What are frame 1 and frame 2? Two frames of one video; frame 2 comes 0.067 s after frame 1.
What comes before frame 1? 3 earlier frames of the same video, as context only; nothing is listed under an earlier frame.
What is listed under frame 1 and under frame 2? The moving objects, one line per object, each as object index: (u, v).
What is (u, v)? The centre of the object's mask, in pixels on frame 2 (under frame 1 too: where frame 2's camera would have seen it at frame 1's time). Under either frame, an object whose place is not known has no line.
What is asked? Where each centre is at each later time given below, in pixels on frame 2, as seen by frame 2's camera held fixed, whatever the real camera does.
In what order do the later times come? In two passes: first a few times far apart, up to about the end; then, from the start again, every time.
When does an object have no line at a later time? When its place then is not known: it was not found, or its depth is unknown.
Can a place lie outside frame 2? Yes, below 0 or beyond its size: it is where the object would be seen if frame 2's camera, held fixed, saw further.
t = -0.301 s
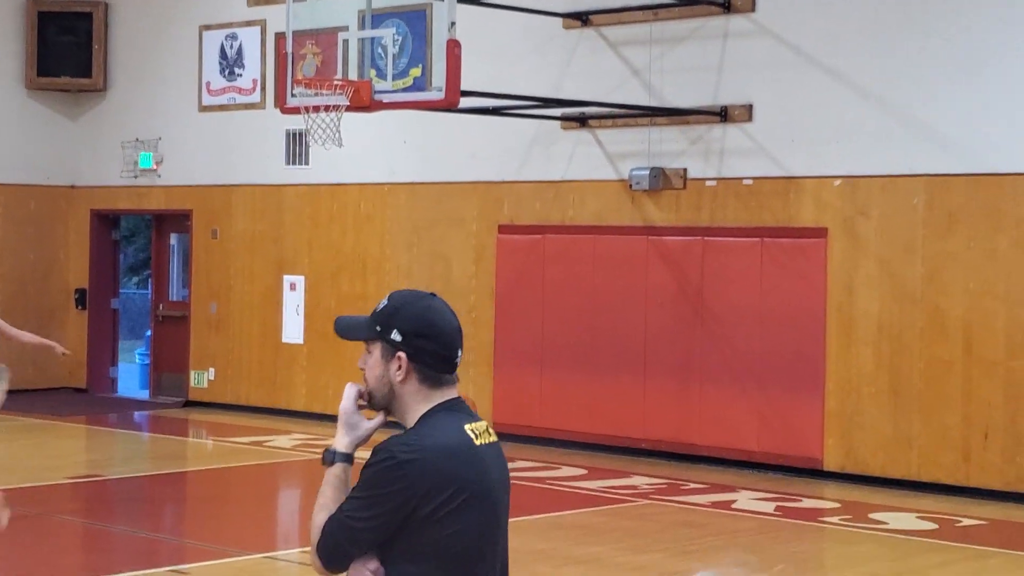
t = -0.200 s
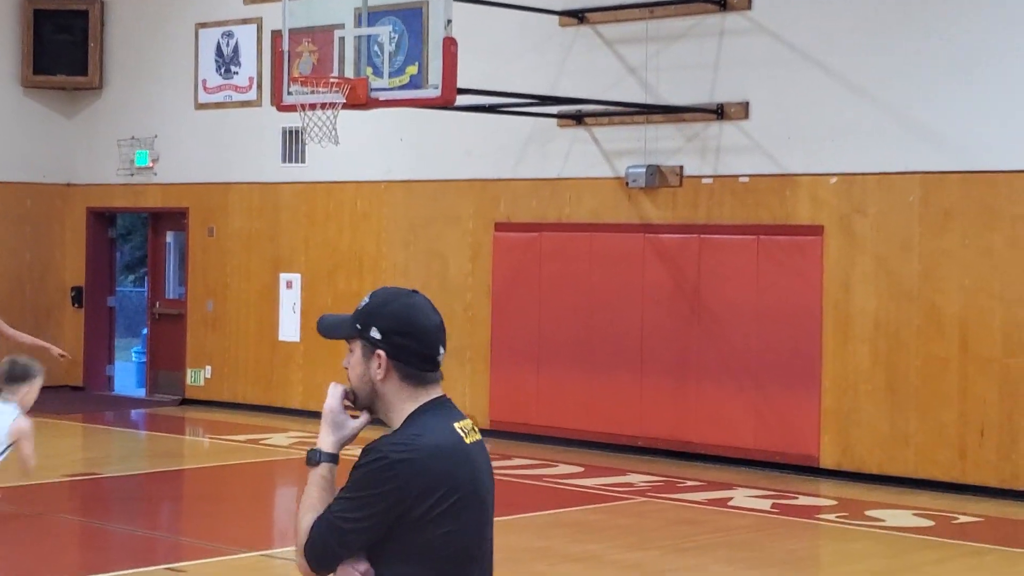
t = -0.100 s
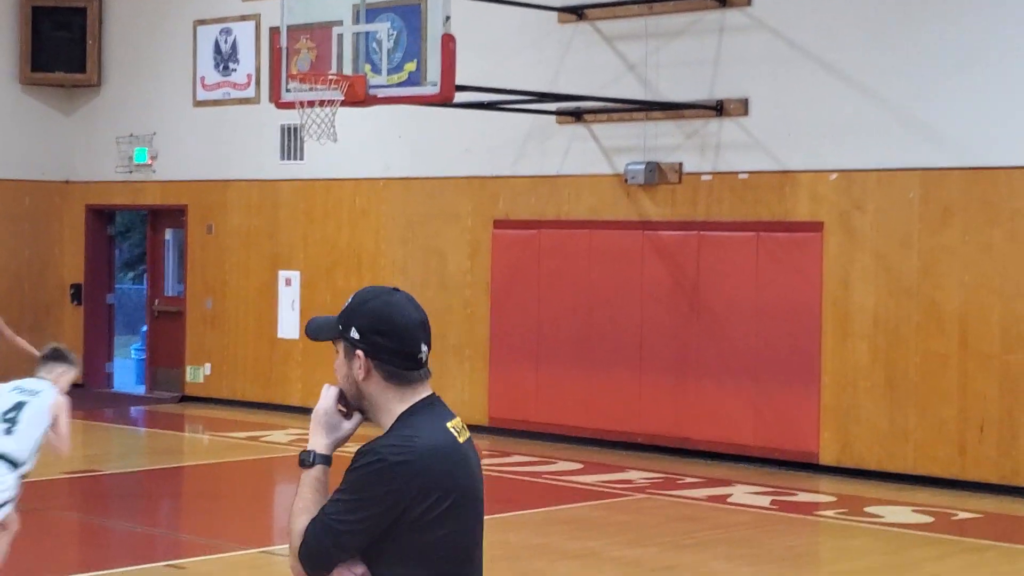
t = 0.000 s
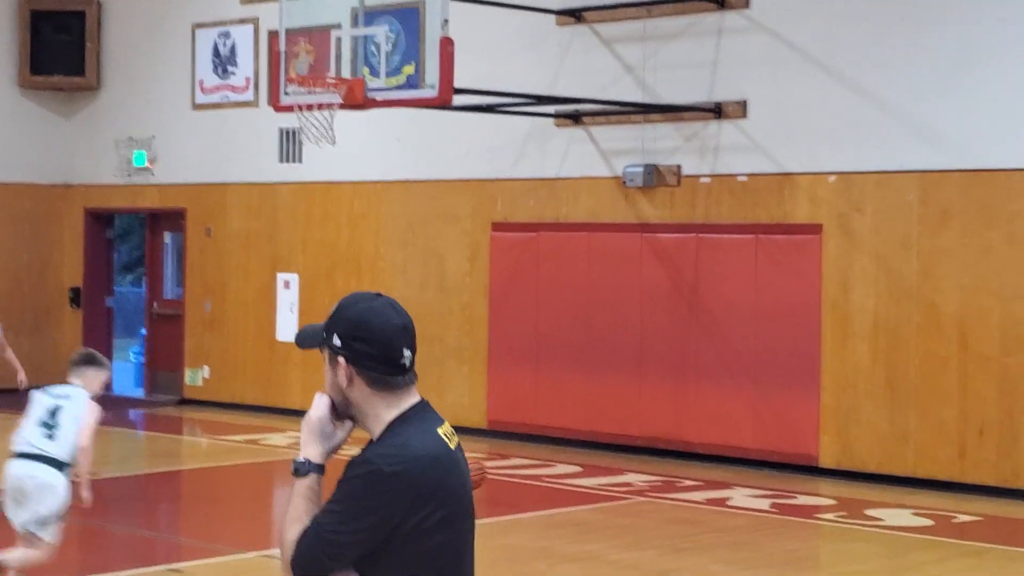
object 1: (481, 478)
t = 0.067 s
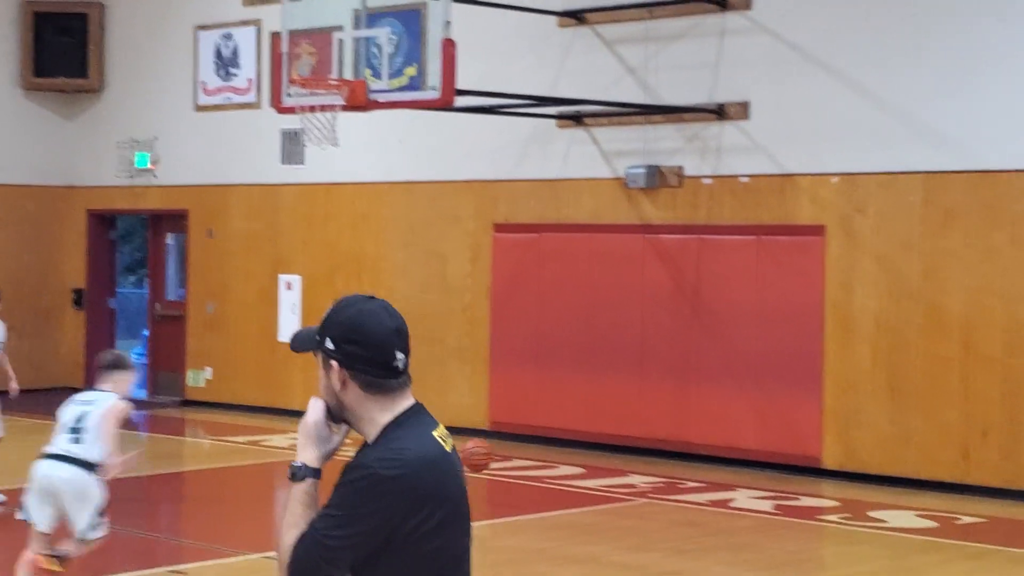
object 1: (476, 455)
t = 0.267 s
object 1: (487, 433)
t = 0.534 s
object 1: (502, 488)
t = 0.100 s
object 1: (478, 447)
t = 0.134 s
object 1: (480, 442)
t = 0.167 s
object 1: (482, 438)
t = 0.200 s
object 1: (484, 435)
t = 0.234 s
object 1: (486, 433)
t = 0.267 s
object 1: (487, 433)
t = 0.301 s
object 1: (490, 435)
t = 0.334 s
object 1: (491, 437)
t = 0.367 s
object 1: (494, 442)
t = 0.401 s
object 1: (495, 448)
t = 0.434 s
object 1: (496, 455)
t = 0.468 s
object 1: (499, 465)
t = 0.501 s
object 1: (500, 475)
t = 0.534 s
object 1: (502, 488)
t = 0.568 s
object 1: (504, 483)
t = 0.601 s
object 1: (506, 474)
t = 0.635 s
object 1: (508, 467)
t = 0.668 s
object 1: (510, 461)
